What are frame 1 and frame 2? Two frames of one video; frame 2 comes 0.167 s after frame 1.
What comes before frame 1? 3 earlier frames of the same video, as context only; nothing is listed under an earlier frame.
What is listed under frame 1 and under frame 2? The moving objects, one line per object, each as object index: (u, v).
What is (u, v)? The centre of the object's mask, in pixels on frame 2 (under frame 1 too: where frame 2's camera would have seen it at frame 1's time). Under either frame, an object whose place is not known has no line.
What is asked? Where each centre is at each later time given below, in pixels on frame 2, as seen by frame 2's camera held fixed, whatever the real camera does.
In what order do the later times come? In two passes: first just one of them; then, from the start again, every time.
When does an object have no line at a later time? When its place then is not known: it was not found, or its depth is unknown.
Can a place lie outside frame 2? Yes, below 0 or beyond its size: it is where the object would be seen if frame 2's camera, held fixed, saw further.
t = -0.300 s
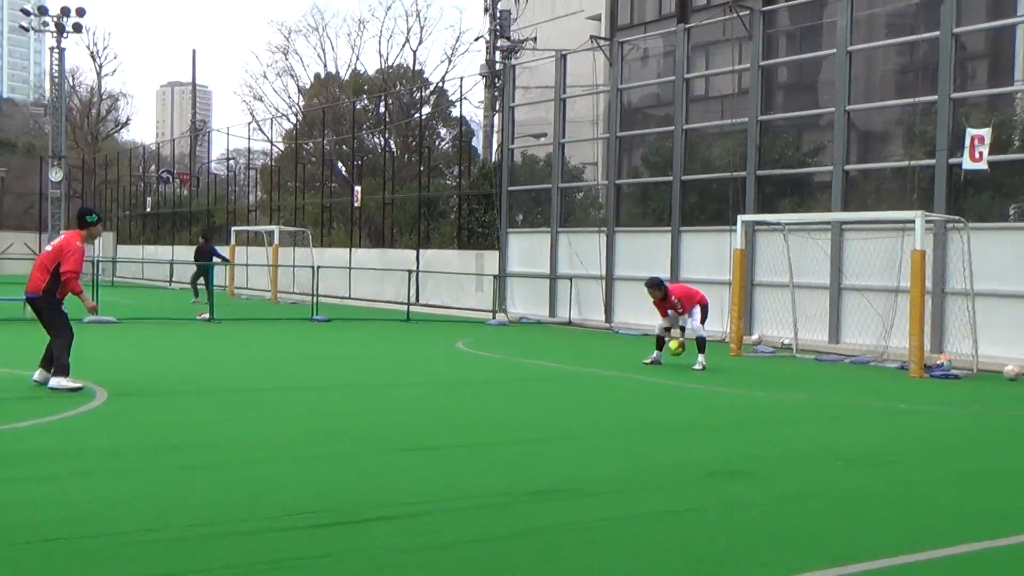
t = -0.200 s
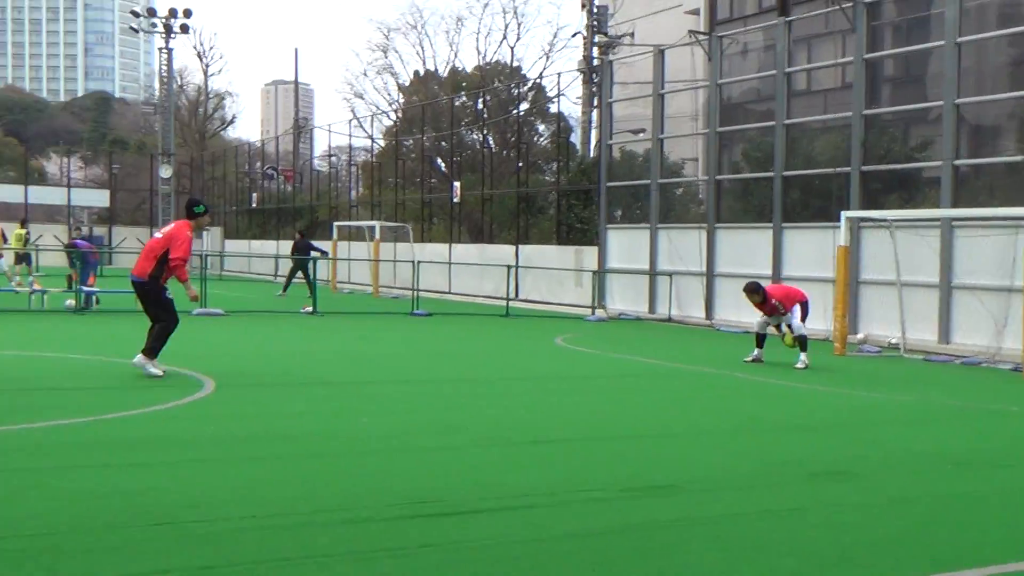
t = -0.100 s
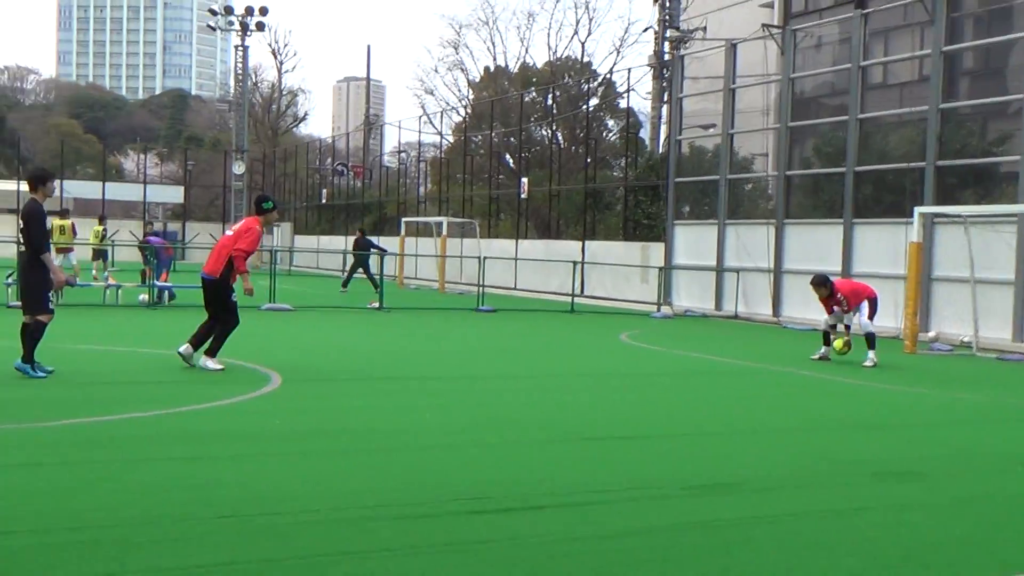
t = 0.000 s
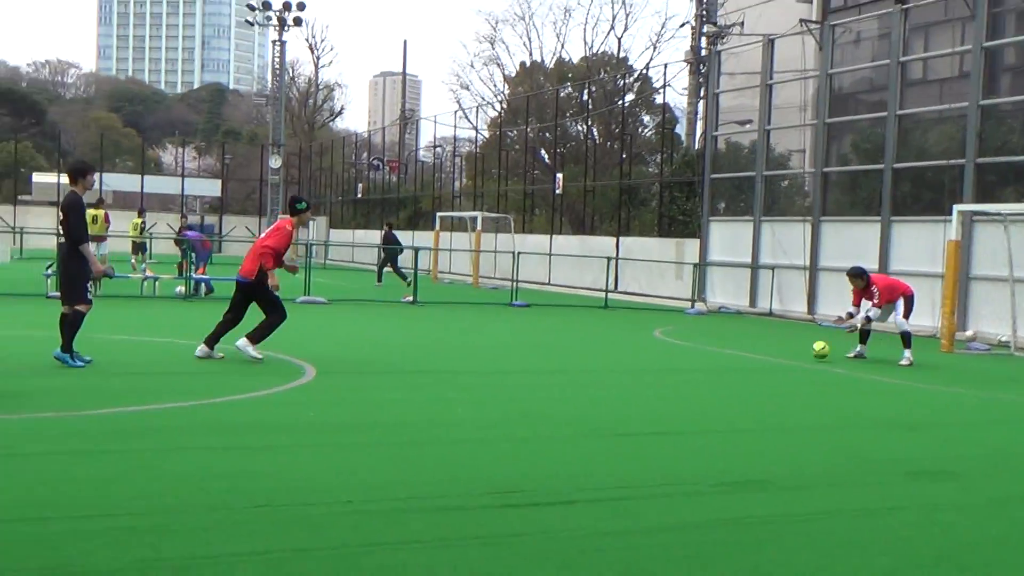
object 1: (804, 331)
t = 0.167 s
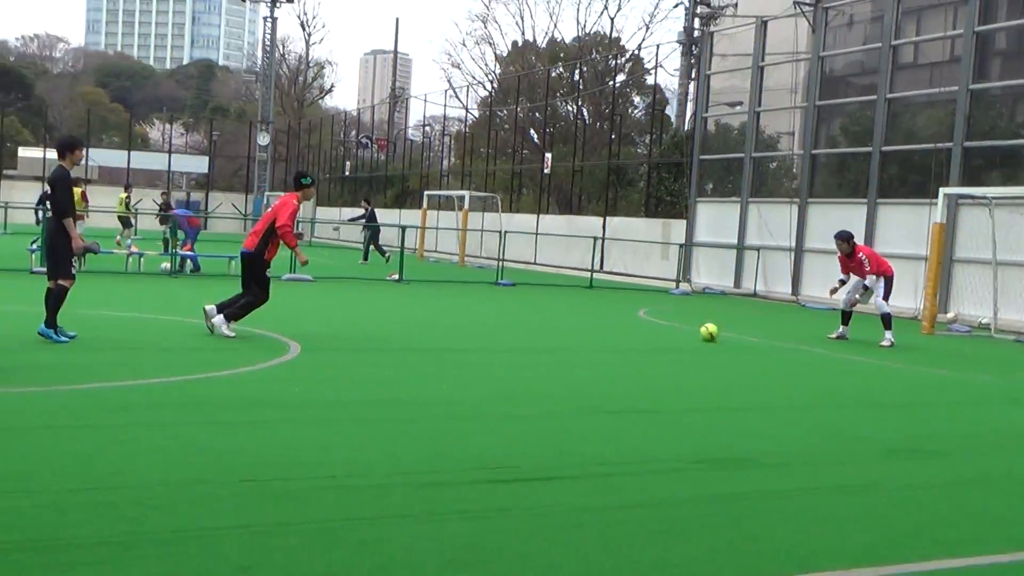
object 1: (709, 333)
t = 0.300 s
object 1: (639, 331)
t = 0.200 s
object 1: (691, 332)
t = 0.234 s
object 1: (674, 332)
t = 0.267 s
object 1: (656, 332)
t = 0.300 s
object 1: (639, 331)
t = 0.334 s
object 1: (622, 332)
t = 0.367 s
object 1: (605, 330)
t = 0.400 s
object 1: (589, 330)
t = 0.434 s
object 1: (572, 331)
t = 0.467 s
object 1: (557, 330)
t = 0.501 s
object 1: (540, 330)
